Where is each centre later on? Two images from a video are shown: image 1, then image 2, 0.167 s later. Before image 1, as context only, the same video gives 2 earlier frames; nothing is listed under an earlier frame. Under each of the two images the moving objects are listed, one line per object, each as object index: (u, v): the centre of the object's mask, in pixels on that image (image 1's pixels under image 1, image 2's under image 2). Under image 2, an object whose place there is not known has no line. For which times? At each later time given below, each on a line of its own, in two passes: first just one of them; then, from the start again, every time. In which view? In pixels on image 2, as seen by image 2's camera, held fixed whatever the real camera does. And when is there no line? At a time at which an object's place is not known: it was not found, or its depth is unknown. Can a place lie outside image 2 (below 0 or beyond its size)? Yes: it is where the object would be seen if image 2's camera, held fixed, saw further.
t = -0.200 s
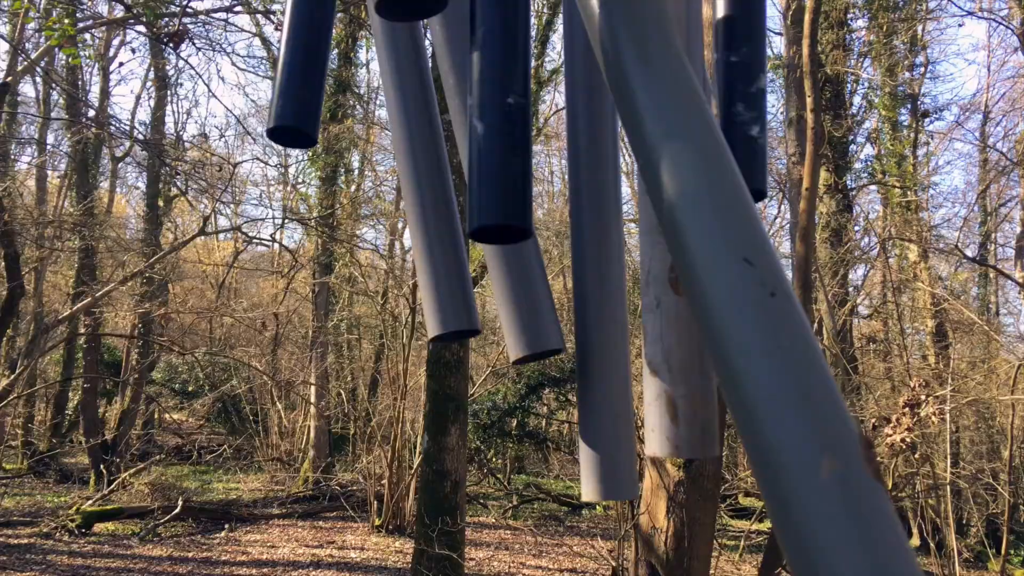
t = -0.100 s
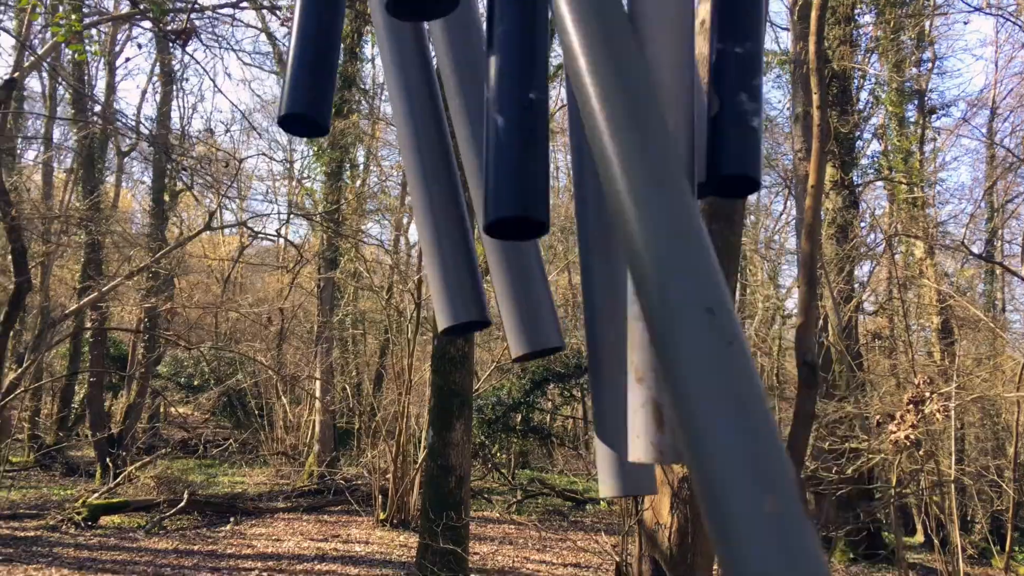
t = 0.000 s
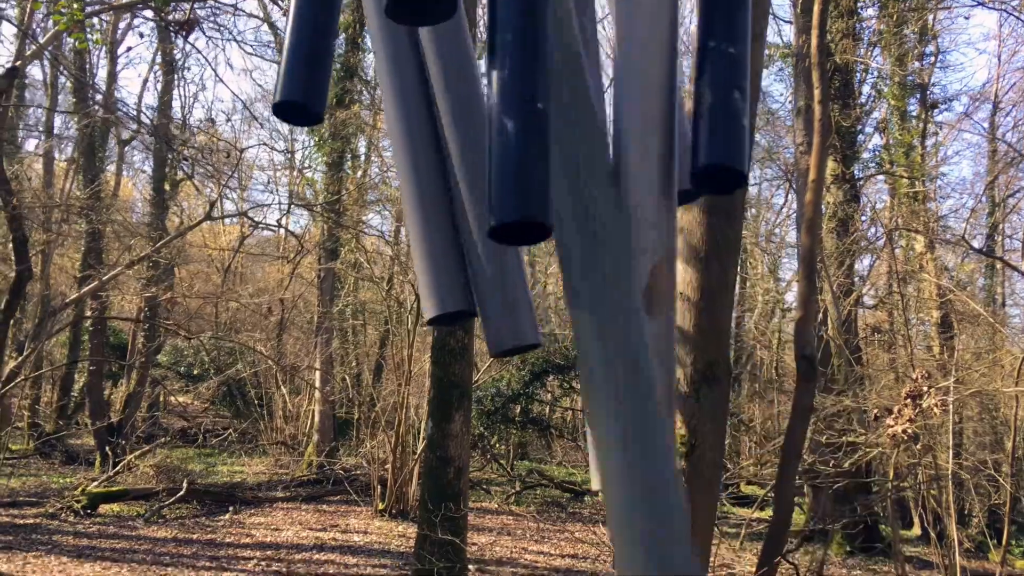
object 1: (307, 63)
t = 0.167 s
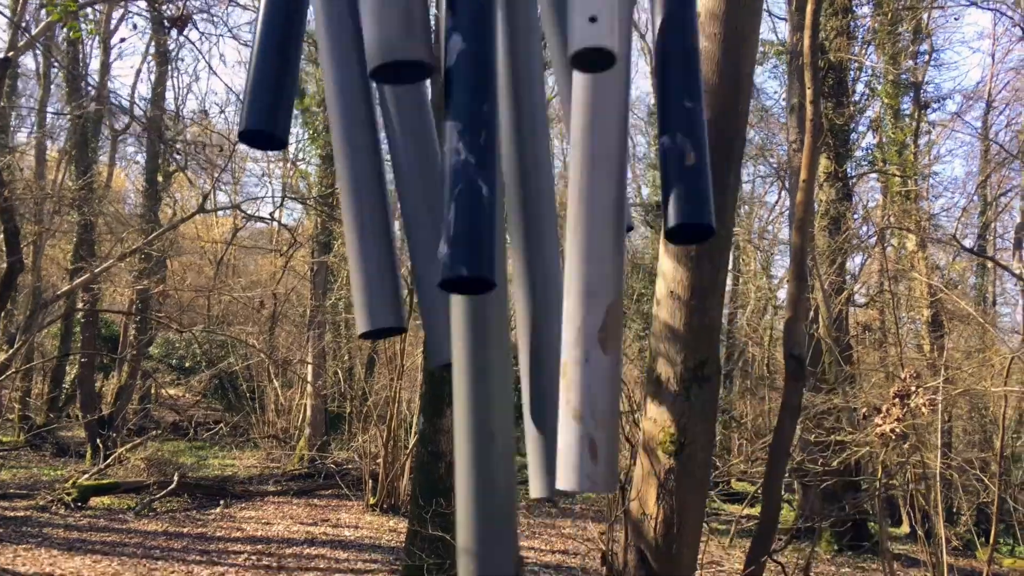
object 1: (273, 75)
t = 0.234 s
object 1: (264, 80)
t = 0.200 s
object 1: (269, 78)
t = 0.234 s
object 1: (264, 80)
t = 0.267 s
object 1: (258, 83)
